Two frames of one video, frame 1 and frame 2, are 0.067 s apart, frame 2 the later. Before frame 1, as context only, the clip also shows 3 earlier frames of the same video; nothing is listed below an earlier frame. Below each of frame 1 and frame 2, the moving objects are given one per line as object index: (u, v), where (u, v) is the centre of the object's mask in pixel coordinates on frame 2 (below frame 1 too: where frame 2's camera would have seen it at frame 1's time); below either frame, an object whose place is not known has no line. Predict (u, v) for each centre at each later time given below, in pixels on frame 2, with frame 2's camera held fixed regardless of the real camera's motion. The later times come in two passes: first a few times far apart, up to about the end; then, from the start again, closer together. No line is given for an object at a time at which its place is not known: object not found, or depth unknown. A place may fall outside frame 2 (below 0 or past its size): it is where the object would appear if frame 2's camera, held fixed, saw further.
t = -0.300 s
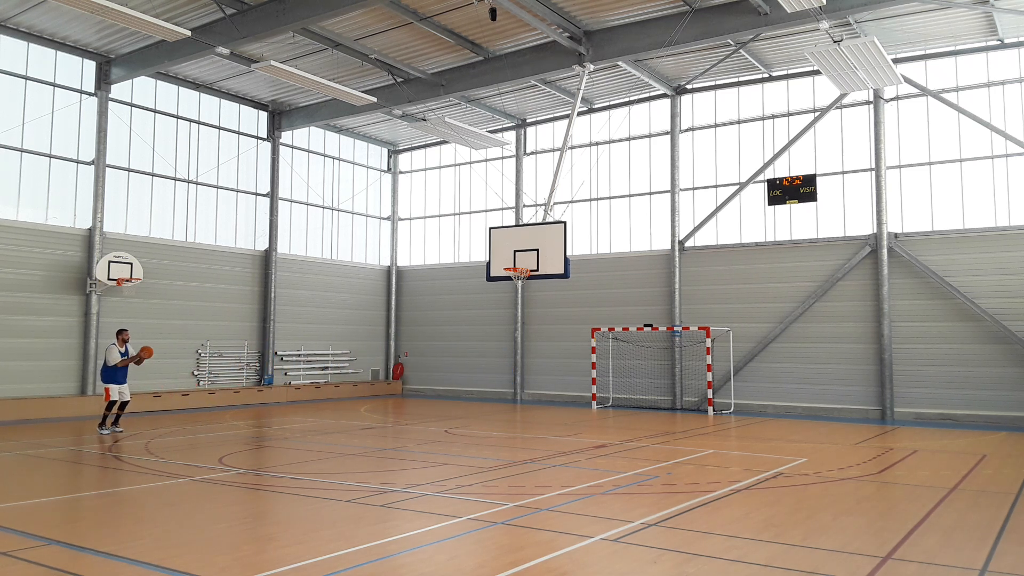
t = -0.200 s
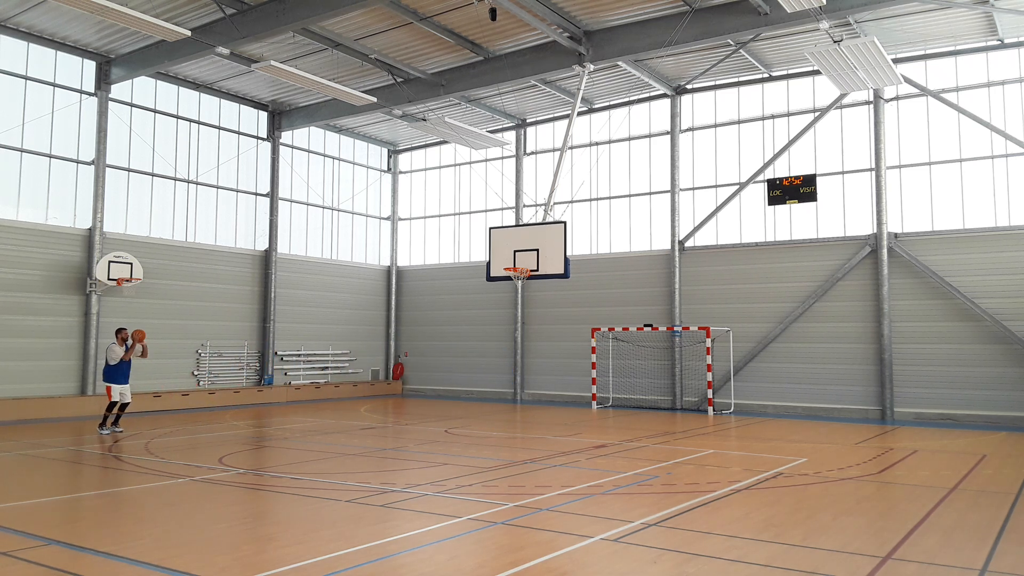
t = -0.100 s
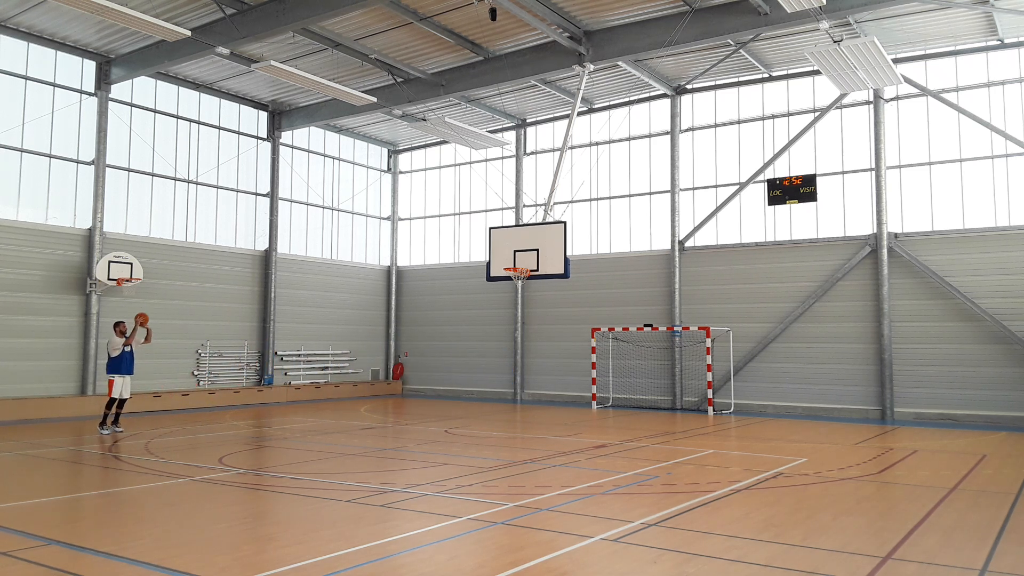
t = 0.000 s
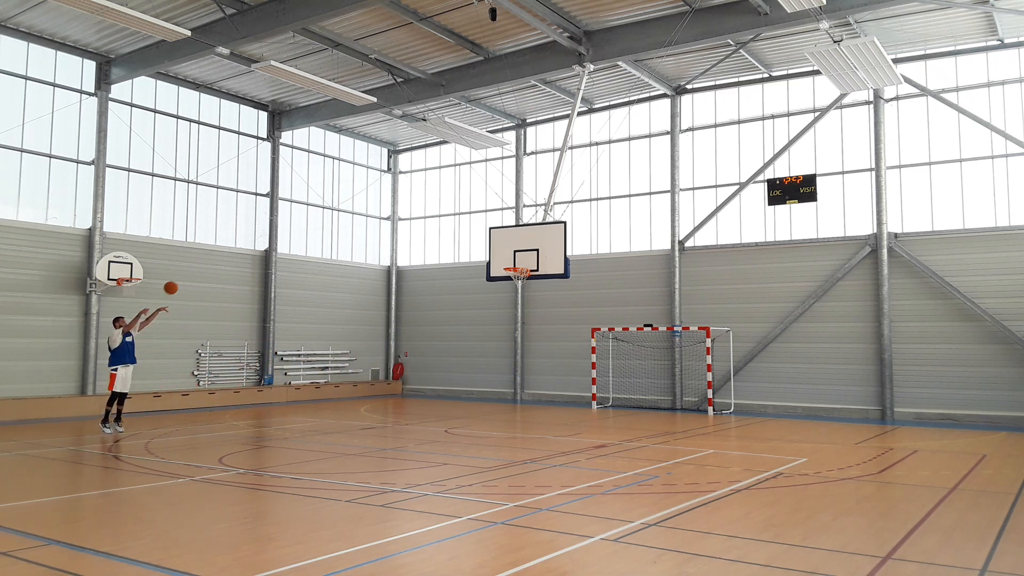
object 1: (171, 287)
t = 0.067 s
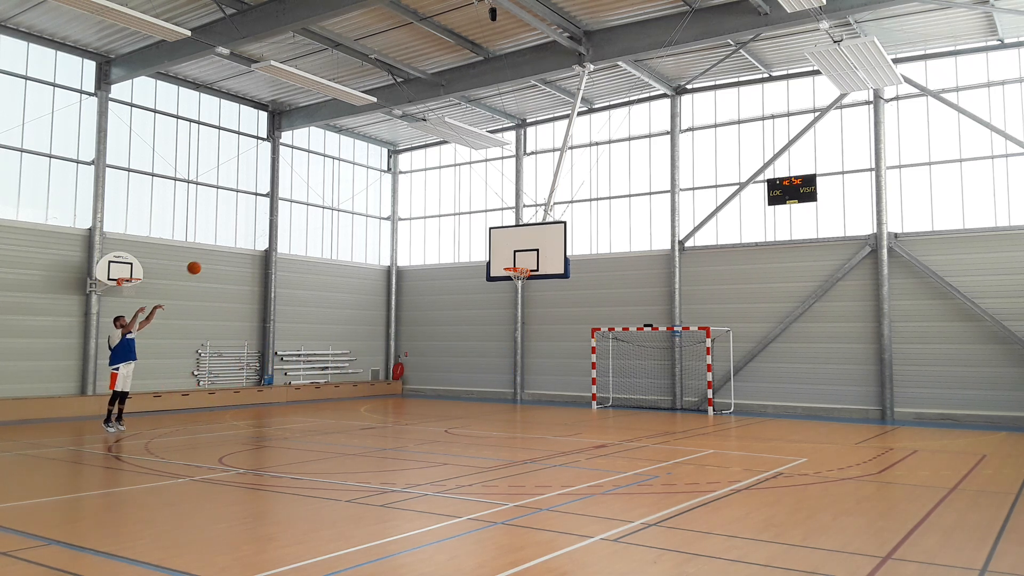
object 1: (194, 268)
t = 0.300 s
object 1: (272, 218)
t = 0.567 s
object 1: (354, 196)
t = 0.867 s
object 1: (442, 213)
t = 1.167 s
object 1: (521, 267)
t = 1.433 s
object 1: (507, 279)
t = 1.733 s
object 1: (521, 305)
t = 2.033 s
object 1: (535, 375)
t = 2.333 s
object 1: (547, 383)
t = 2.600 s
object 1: (556, 336)
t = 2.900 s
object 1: (565, 328)
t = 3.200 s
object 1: (575, 367)
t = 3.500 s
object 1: (584, 409)
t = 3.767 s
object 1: (595, 364)
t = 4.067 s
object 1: (606, 359)
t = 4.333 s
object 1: (617, 394)
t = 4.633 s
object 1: (627, 397)
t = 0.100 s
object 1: (206, 259)
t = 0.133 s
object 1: (217, 250)
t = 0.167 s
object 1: (228, 243)
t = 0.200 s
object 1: (239, 235)
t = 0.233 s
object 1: (250, 229)
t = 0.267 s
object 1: (261, 223)
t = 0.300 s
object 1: (272, 218)
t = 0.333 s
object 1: (282, 213)
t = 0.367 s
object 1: (293, 209)
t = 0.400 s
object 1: (304, 205)
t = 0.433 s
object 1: (313, 202)
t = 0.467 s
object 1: (324, 200)
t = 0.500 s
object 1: (334, 198)
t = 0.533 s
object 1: (344, 196)
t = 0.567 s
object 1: (354, 196)
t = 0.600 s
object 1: (364, 196)
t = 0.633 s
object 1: (374, 196)
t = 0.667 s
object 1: (384, 197)
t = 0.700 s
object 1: (394, 198)
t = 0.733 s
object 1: (403, 200)
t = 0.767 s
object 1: (413, 203)
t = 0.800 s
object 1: (423, 206)
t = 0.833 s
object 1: (432, 209)
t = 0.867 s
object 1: (442, 213)
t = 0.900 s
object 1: (451, 218)
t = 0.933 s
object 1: (460, 223)
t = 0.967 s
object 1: (470, 229)
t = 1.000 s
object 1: (479, 235)
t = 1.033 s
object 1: (489, 242)
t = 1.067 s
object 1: (498, 249)
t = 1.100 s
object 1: (507, 257)
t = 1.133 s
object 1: (516, 264)
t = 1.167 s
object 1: (521, 267)
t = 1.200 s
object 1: (522, 269)
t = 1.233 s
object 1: (521, 275)
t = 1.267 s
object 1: (513, 277)
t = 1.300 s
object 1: (508, 277)
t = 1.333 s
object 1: (507, 274)
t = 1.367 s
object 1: (507, 278)
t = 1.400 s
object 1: (507, 279)
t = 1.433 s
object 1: (507, 279)
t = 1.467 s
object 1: (508, 280)
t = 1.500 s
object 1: (508, 282)
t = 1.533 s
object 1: (511, 283)
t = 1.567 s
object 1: (511, 287)
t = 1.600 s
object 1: (514, 288)
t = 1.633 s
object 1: (516, 292)
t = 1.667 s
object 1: (518, 295)
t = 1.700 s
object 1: (519, 300)
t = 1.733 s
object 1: (521, 305)
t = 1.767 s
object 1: (522, 310)
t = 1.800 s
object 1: (524, 316)
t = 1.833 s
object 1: (526, 323)
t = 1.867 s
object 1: (527, 330)
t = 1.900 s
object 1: (529, 338)
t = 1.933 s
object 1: (531, 346)
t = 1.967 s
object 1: (532, 355)
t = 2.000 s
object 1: (533, 365)
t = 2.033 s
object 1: (535, 375)
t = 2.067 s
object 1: (537, 386)
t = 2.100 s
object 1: (538, 398)
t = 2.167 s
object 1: (541, 423)
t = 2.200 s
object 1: (542, 420)
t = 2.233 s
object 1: (544, 410)
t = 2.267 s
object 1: (545, 401)
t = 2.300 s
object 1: (546, 392)
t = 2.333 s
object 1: (547, 383)
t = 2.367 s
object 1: (548, 375)
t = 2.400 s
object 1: (549, 368)
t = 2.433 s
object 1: (550, 361)
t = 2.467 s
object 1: (551, 355)
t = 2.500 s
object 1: (552, 350)
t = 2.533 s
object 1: (553, 345)
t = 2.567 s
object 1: (555, 340)
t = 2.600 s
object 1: (556, 336)
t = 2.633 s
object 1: (557, 333)
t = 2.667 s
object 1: (558, 330)
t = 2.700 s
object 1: (559, 328)
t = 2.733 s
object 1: (560, 327)
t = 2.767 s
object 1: (561, 326)
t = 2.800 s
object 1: (562, 326)
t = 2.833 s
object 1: (563, 326)
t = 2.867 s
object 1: (565, 327)
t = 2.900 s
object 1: (565, 328)
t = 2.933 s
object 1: (567, 330)
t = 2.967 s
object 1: (568, 332)
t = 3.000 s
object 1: (569, 336)
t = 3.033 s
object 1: (570, 339)
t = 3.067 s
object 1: (571, 344)
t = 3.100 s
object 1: (572, 349)
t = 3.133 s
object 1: (573, 354)
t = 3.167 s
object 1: (574, 360)
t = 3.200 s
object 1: (575, 367)
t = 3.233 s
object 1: (576, 374)
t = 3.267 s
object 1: (577, 382)
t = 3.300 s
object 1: (578, 391)
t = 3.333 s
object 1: (579, 400)
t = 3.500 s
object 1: (584, 409)
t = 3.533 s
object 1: (586, 401)
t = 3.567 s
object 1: (587, 394)
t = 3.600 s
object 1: (588, 387)
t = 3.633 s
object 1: (590, 382)
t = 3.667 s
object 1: (591, 377)
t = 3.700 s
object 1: (592, 372)
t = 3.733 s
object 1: (594, 368)
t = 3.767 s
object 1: (595, 364)
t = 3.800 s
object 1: (596, 361)
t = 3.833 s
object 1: (597, 359)
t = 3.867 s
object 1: (599, 357)
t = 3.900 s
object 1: (600, 356)
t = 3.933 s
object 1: (601, 355)
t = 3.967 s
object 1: (603, 355)
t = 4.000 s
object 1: (604, 356)
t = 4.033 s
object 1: (605, 357)
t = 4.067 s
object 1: (606, 359)
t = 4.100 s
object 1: (608, 361)
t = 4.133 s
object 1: (609, 364)
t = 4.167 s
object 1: (610, 367)
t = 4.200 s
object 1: (611, 371)
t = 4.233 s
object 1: (613, 376)
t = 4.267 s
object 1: (614, 381)
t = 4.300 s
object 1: (615, 387)
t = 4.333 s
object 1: (617, 394)
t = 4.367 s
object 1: (618, 401)
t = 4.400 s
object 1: (619, 409)
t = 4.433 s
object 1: (620, 417)
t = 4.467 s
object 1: (621, 426)
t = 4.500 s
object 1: (622, 422)
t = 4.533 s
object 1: (623, 415)
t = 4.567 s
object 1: (625, 408)
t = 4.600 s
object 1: (625, 403)
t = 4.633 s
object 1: (627, 397)
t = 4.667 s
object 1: (628, 392)
